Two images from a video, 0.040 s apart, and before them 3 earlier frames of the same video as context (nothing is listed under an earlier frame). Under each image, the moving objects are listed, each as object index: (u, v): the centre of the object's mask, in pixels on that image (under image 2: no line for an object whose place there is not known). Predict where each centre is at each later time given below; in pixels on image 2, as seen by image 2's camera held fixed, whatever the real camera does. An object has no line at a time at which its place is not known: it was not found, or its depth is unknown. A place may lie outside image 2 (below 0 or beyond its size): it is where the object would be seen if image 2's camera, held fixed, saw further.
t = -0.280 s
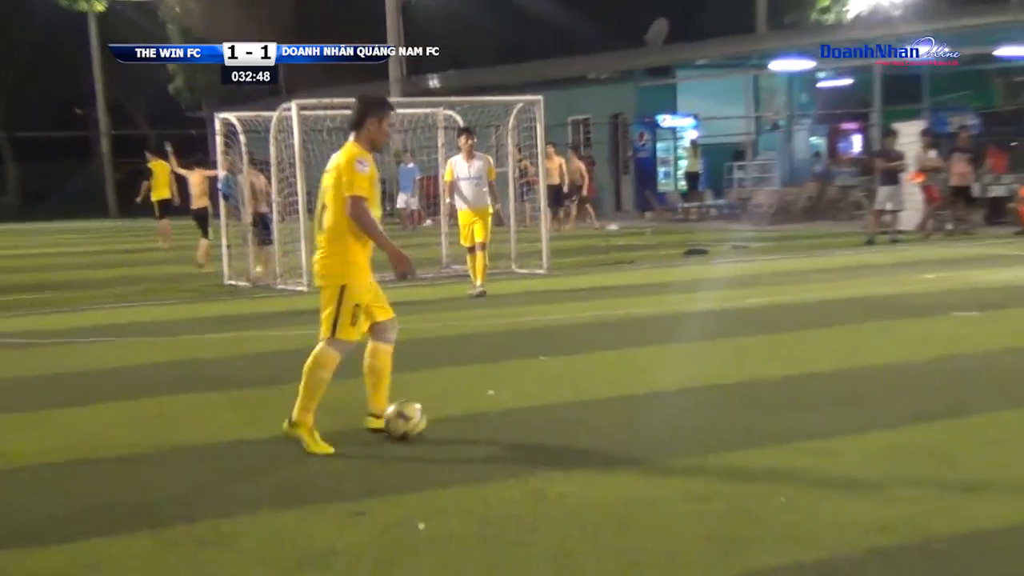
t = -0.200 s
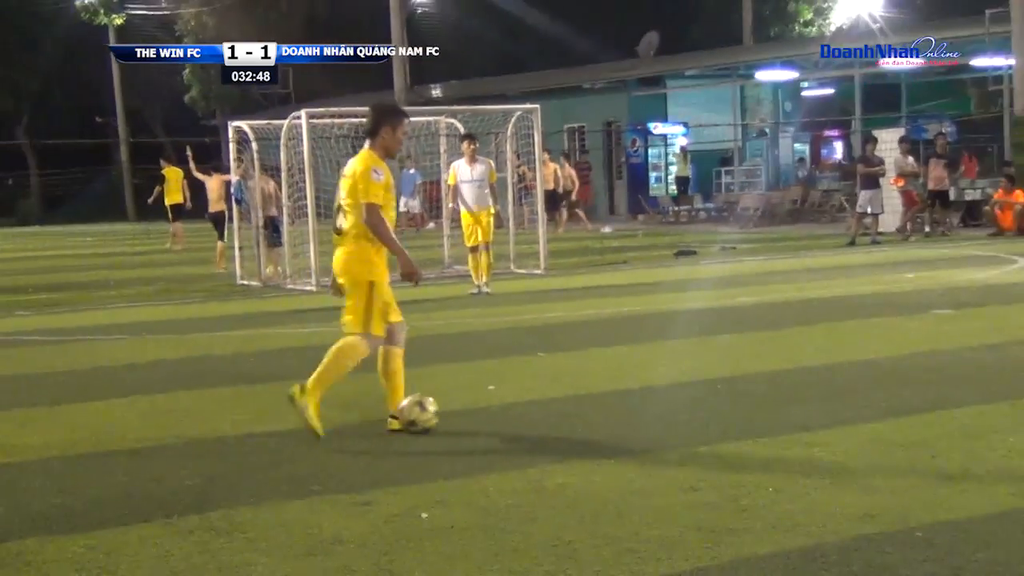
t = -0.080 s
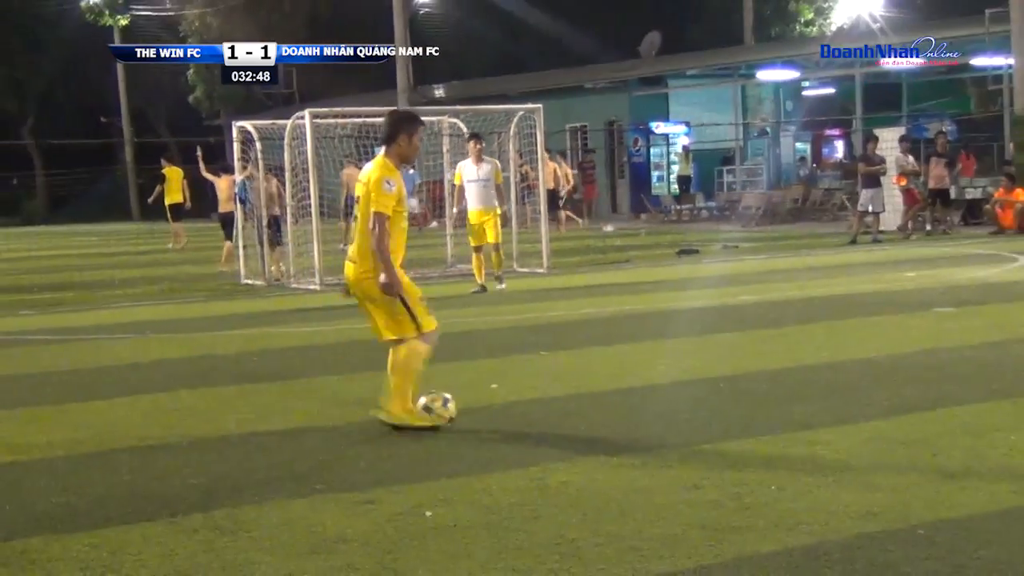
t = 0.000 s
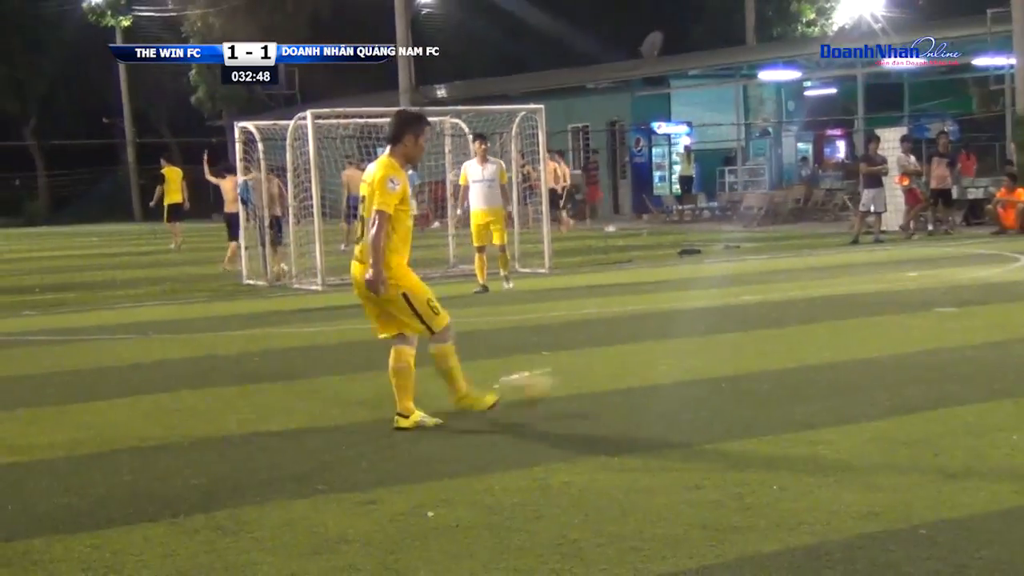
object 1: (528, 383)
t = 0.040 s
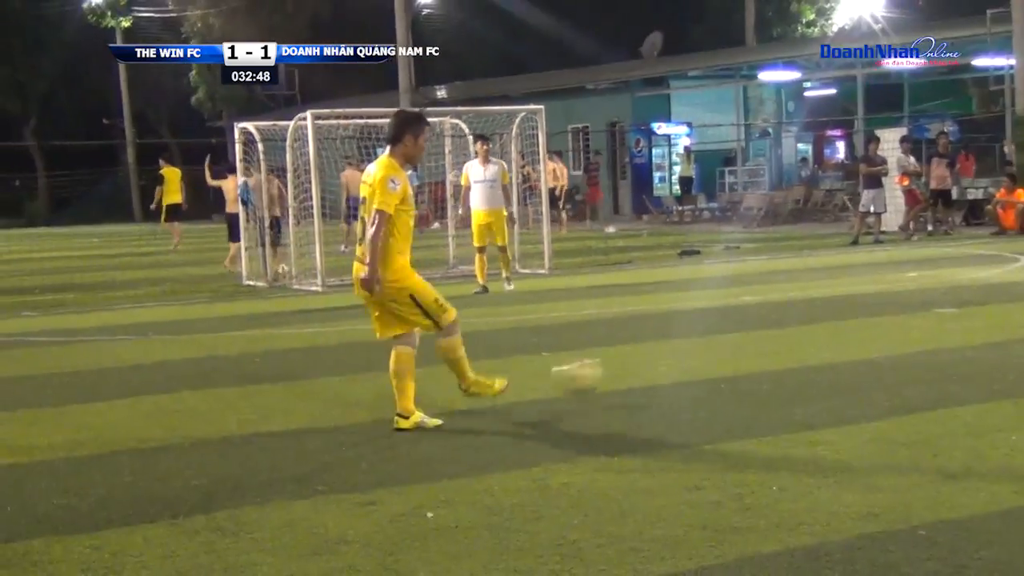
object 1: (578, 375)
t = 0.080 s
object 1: (627, 367)
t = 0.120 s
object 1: (672, 364)
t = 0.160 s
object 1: (714, 363)
